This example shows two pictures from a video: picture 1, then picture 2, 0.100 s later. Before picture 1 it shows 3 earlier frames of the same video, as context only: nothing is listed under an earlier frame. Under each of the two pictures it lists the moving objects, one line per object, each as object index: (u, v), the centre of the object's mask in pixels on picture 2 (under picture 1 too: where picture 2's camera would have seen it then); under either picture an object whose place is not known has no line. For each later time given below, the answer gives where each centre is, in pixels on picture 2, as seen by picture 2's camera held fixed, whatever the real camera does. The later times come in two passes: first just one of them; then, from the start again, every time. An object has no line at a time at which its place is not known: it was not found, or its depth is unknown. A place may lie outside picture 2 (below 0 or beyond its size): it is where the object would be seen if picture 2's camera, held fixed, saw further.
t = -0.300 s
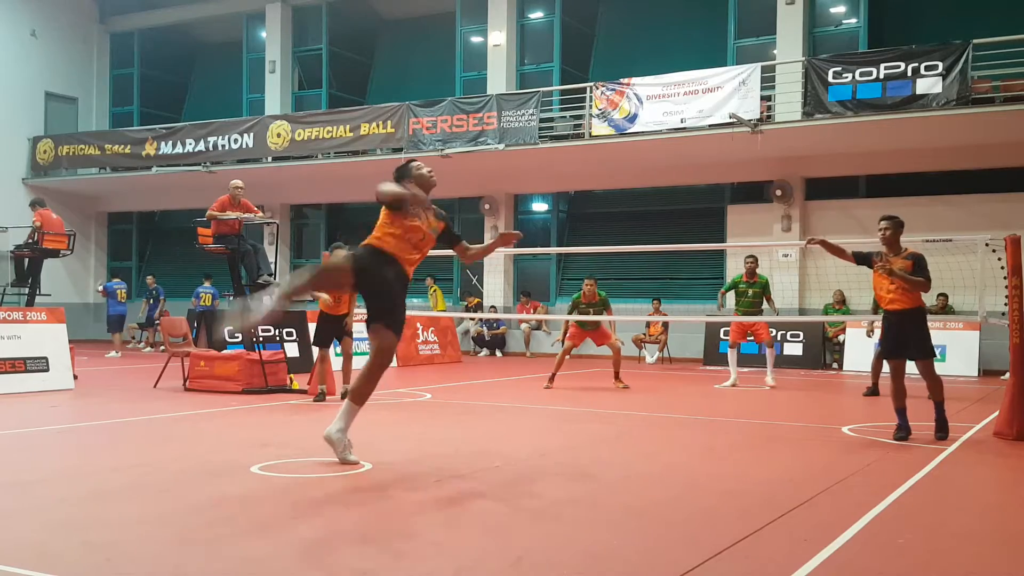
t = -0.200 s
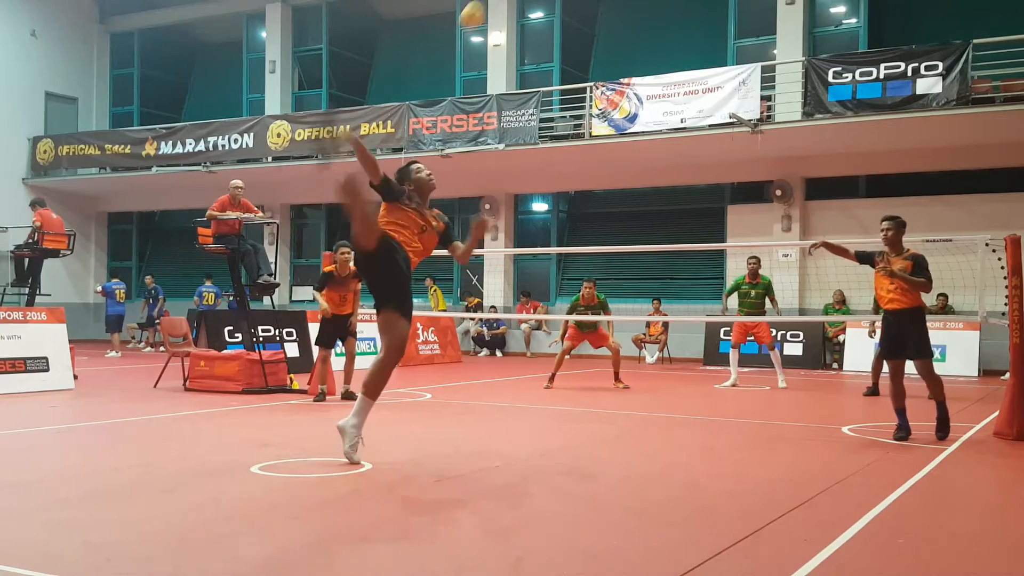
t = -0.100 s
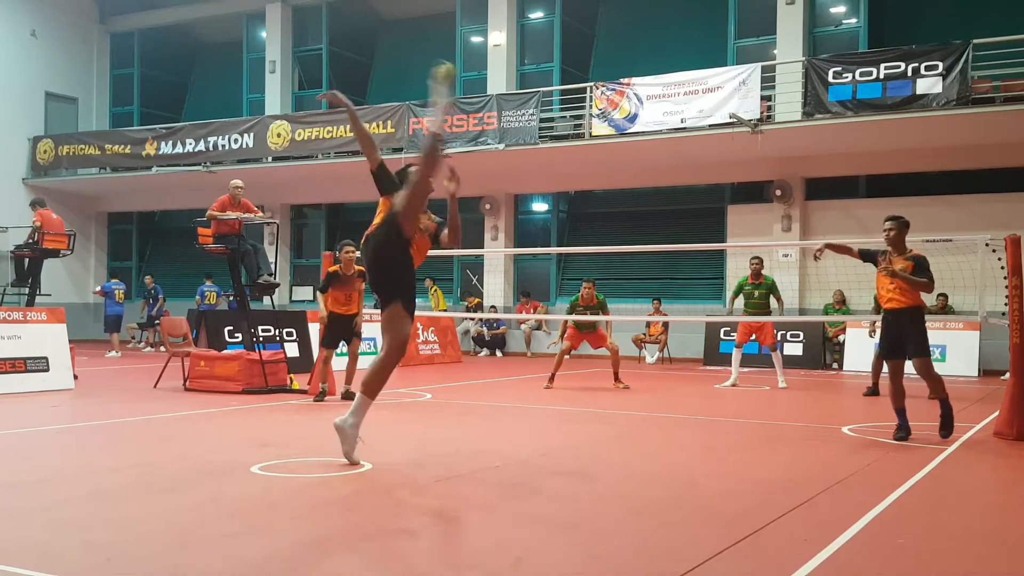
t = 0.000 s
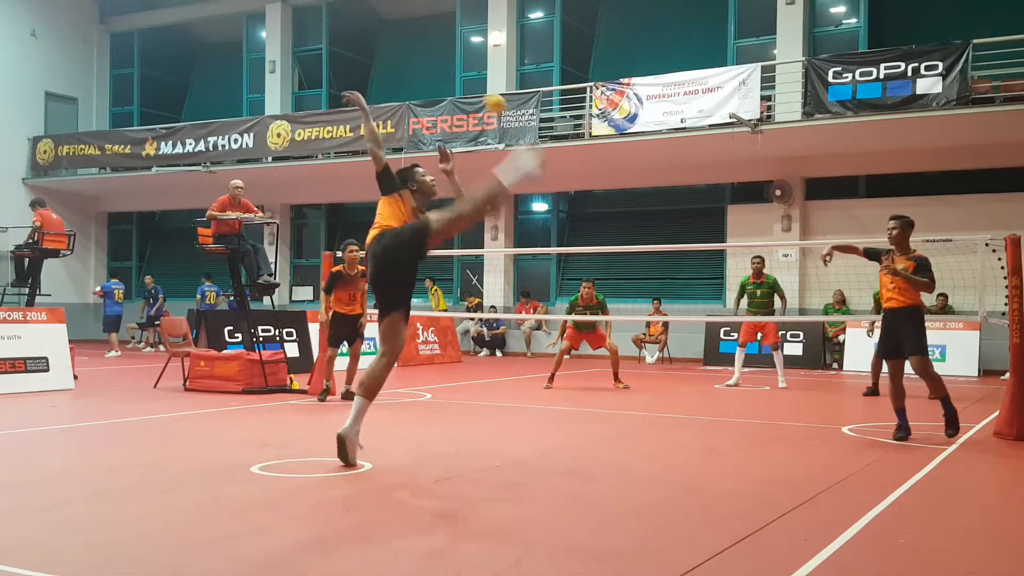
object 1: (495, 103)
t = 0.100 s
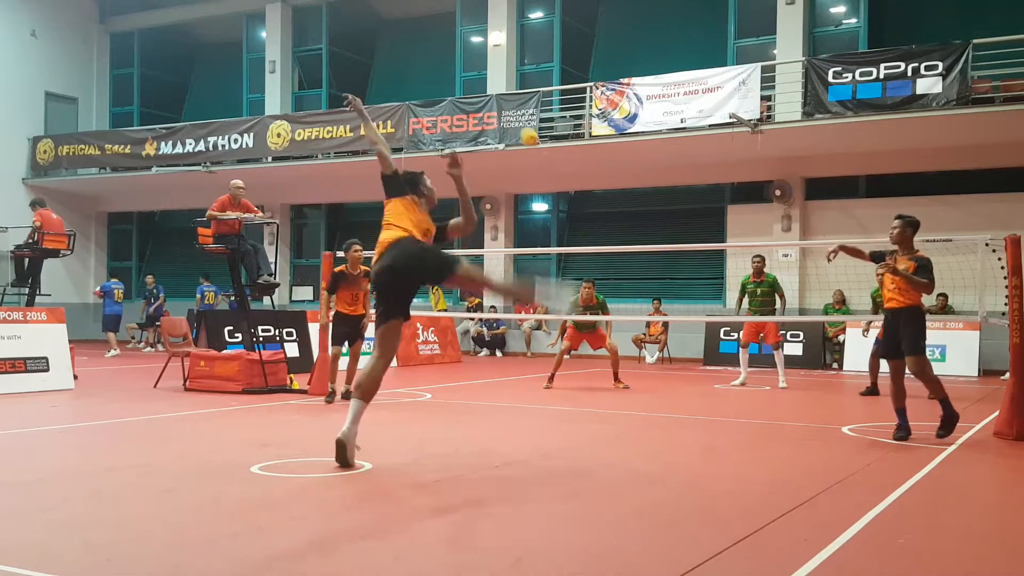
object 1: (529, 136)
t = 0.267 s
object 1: (568, 202)
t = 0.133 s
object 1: (539, 149)
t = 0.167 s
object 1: (547, 161)
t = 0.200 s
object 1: (554, 174)
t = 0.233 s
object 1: (562, 189)
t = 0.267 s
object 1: (568, 202)
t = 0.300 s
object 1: (573, 215)
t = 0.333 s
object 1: (579, 229)
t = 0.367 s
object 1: (583, 240)
